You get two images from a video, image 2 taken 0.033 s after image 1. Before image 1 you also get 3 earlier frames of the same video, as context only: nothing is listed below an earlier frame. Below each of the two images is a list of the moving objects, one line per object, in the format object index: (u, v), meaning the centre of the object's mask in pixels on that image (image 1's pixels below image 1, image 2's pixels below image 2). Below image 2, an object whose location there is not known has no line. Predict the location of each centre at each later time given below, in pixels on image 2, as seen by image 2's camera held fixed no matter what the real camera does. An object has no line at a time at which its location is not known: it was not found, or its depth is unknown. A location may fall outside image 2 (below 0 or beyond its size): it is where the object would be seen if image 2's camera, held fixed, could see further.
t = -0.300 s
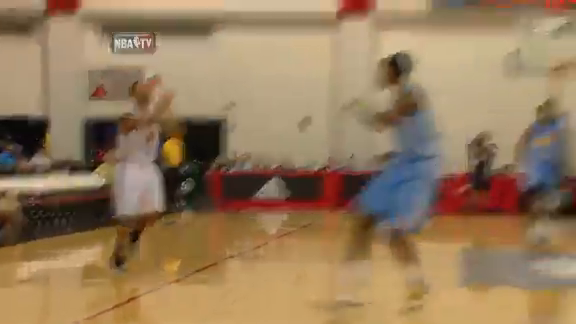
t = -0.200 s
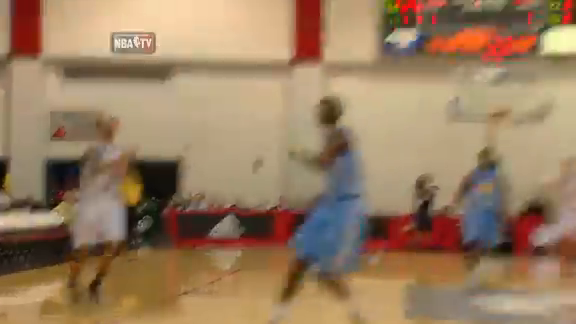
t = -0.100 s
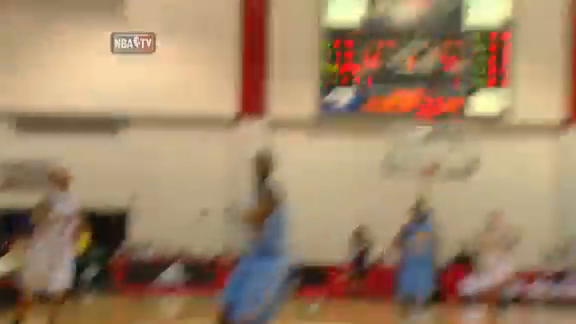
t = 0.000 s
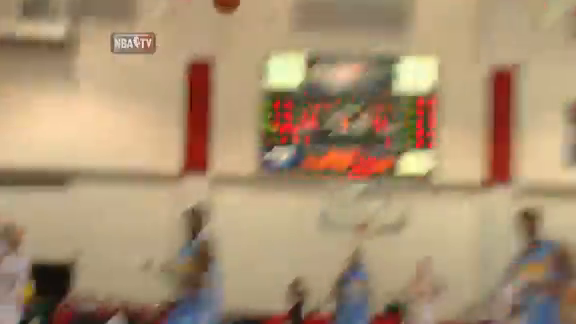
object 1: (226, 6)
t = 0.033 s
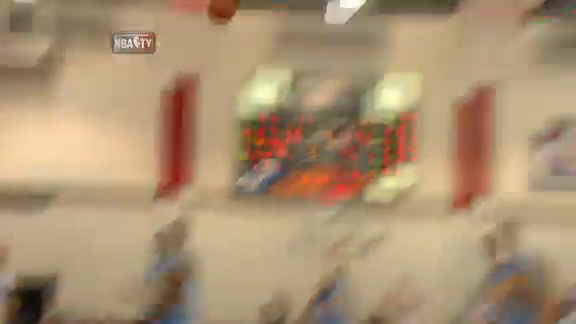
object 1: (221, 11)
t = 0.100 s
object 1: (251, -18)
